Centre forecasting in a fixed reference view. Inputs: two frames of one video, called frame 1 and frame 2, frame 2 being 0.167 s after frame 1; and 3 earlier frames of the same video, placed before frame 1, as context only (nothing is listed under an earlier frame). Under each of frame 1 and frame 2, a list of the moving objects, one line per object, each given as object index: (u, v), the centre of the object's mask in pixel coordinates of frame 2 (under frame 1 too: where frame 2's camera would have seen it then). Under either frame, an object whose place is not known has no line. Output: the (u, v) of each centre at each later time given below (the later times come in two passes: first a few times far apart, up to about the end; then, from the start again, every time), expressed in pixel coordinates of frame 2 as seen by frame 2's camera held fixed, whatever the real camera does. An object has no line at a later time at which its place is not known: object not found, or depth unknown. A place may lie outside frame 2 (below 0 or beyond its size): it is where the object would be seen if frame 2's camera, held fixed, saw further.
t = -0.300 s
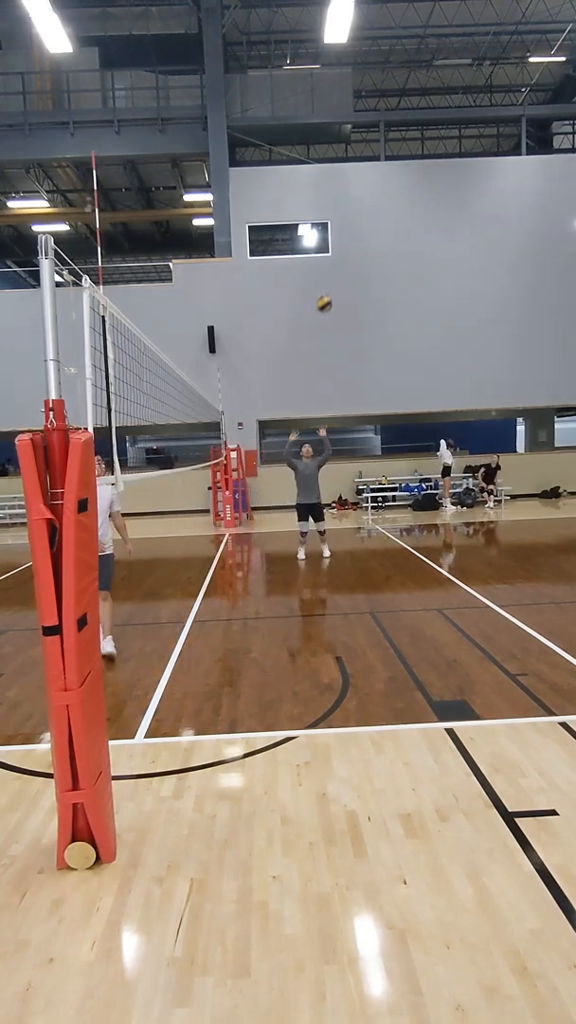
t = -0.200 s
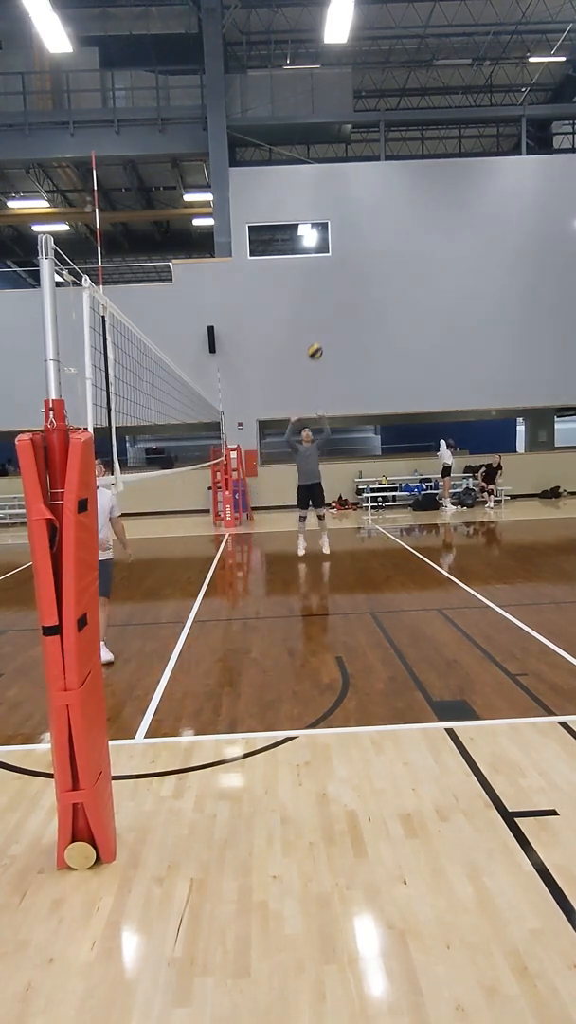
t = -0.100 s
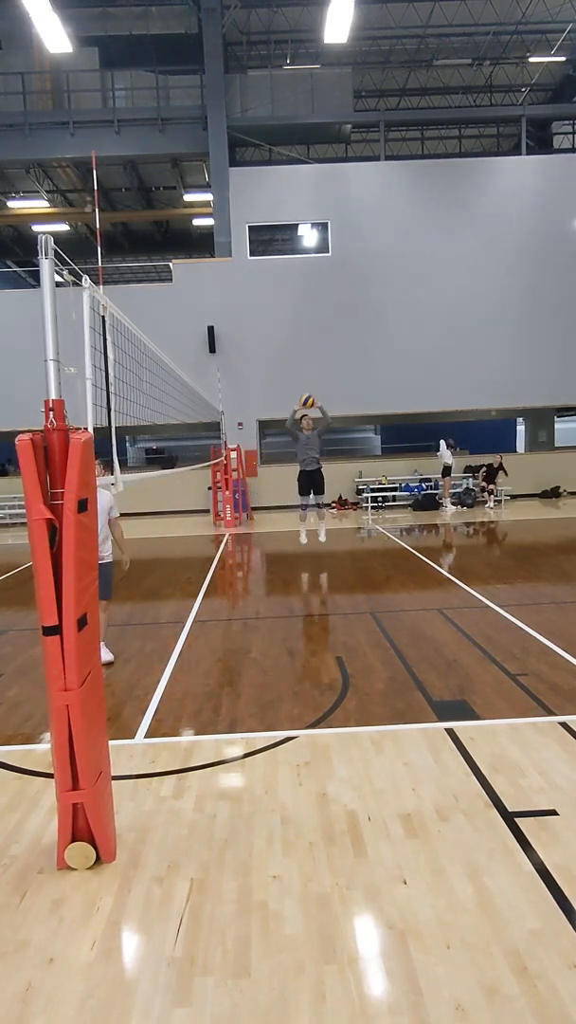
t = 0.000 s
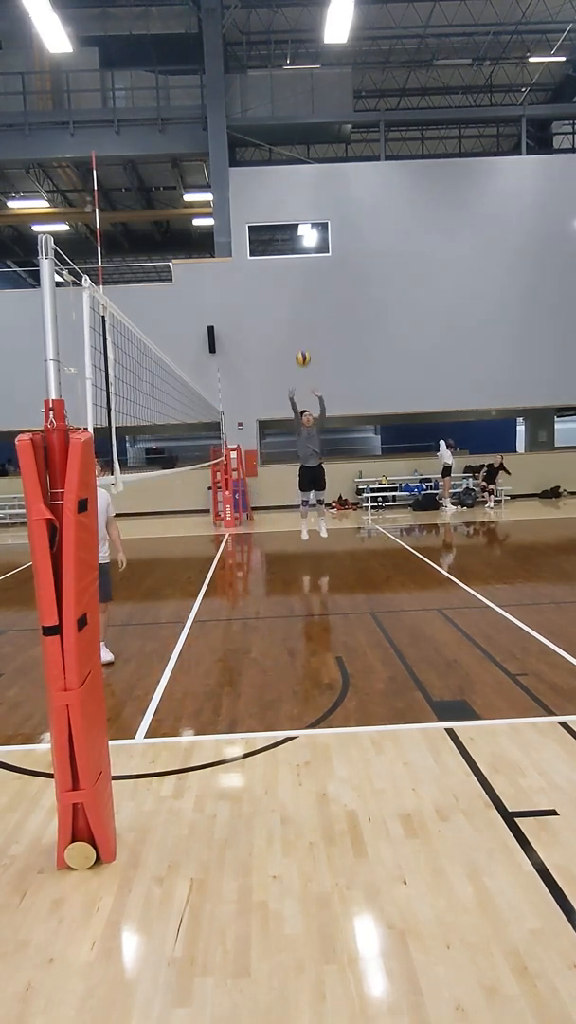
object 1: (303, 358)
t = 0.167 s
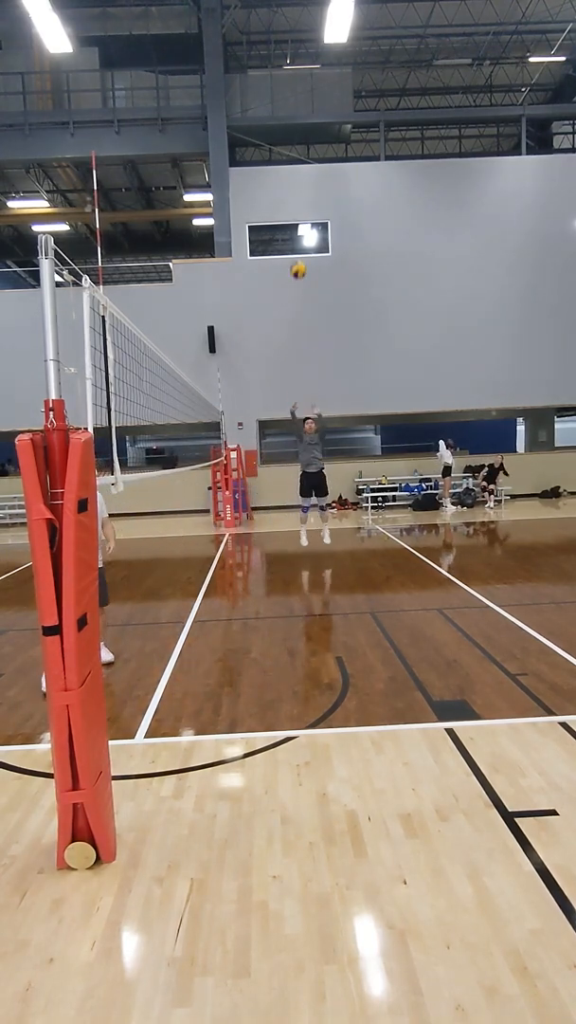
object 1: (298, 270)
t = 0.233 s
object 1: (295, 236)
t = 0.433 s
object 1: (292, 156)
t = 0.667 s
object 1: (288, 93)
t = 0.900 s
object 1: (287, 78)
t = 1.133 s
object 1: (287, 125)
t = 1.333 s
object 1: (291, 226)
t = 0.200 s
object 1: (297, 254)
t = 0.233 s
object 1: (295, 236)
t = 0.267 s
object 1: (295, 222)
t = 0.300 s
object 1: (295, 207)
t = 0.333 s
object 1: (294, 193)
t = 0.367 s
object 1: (293, 180)
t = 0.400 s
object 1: (292, 167)
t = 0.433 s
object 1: (292, 156)
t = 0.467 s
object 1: (291, 144)
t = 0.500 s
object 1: (291, 134)
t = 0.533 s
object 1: (290, 125)
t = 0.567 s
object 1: (289, 116)
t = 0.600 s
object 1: (289, 107)
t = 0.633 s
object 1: (289, 100)
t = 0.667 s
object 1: (288, 93)
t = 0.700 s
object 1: (287, 87)
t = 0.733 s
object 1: (287, 82)
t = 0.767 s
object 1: (287, 79)
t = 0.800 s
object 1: (287, 77)
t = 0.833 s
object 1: (287, 76)
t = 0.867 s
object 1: (287, 77)
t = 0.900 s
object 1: (287, 78)
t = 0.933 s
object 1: (286, 80)
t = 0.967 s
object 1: (286, 84)
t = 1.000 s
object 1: (286, 89)
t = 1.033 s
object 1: (286, 96)
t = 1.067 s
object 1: (287, 104)
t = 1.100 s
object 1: (287, 114)
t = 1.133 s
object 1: (287, 125)
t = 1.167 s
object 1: (288, 138)
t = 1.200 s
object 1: (288, 151)
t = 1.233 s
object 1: (289, 168)
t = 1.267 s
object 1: (290, 186)
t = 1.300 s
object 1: (291, 205)
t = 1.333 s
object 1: (291, 226)
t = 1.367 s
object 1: (292, 248)
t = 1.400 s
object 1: (294, 273)
